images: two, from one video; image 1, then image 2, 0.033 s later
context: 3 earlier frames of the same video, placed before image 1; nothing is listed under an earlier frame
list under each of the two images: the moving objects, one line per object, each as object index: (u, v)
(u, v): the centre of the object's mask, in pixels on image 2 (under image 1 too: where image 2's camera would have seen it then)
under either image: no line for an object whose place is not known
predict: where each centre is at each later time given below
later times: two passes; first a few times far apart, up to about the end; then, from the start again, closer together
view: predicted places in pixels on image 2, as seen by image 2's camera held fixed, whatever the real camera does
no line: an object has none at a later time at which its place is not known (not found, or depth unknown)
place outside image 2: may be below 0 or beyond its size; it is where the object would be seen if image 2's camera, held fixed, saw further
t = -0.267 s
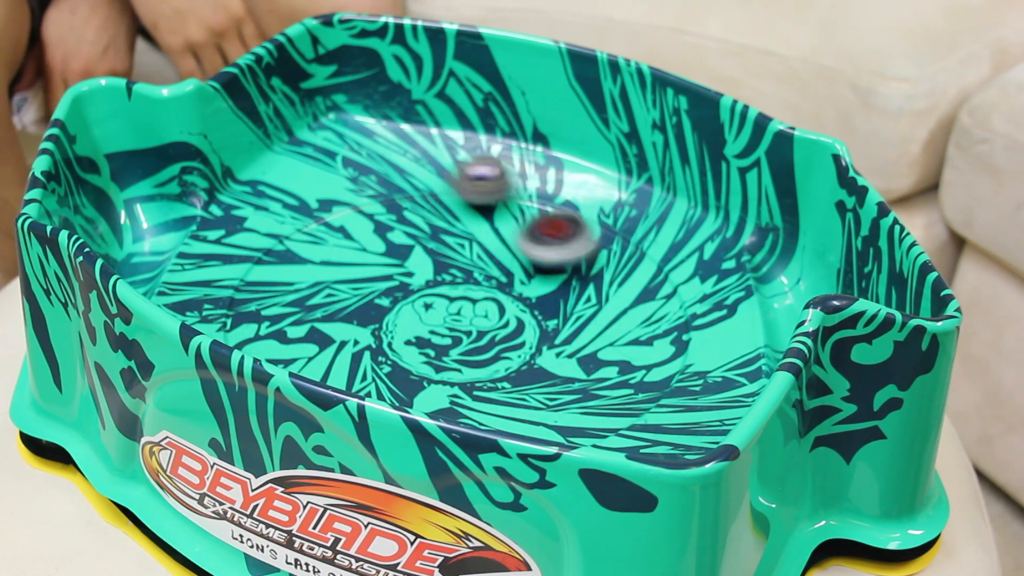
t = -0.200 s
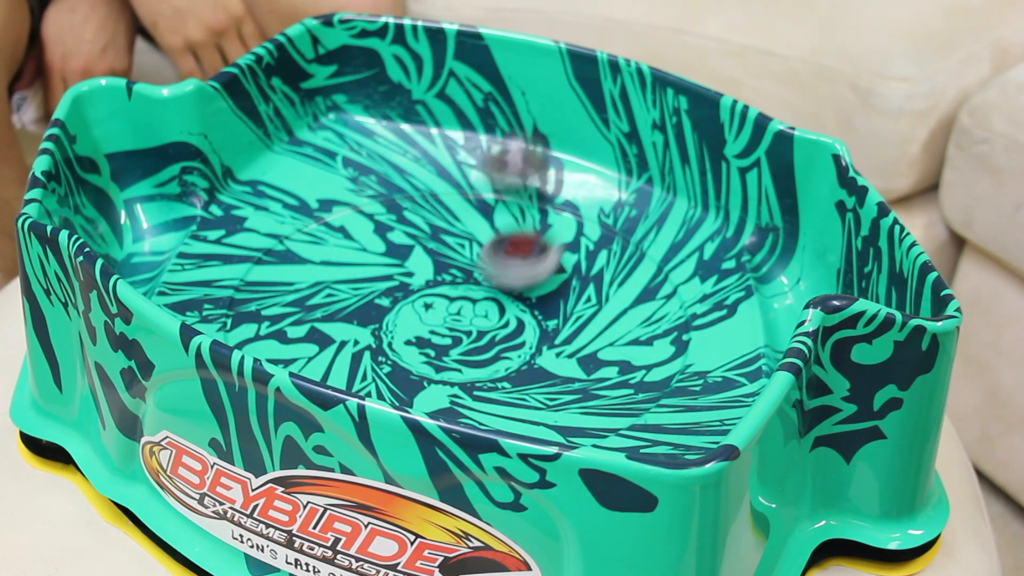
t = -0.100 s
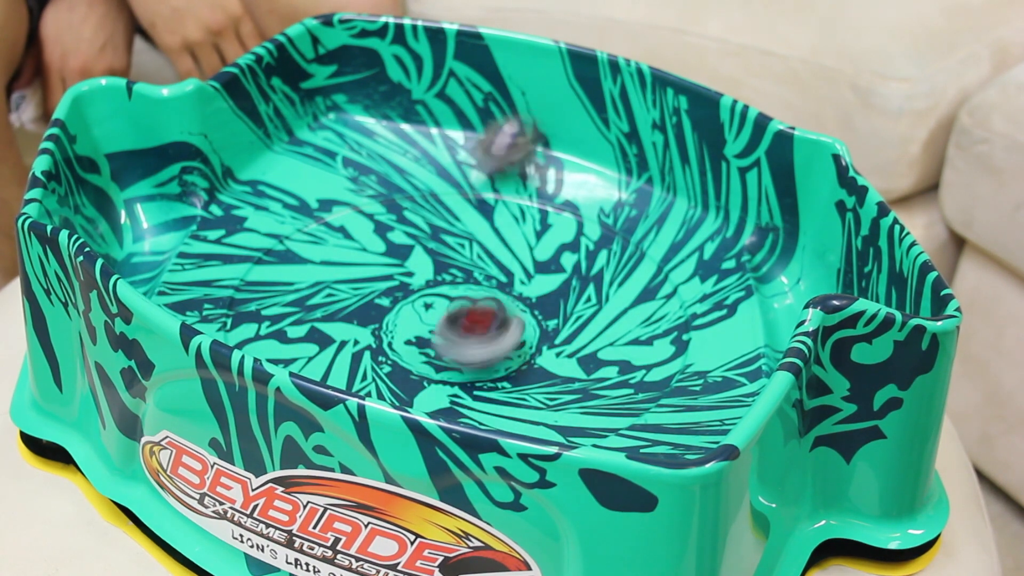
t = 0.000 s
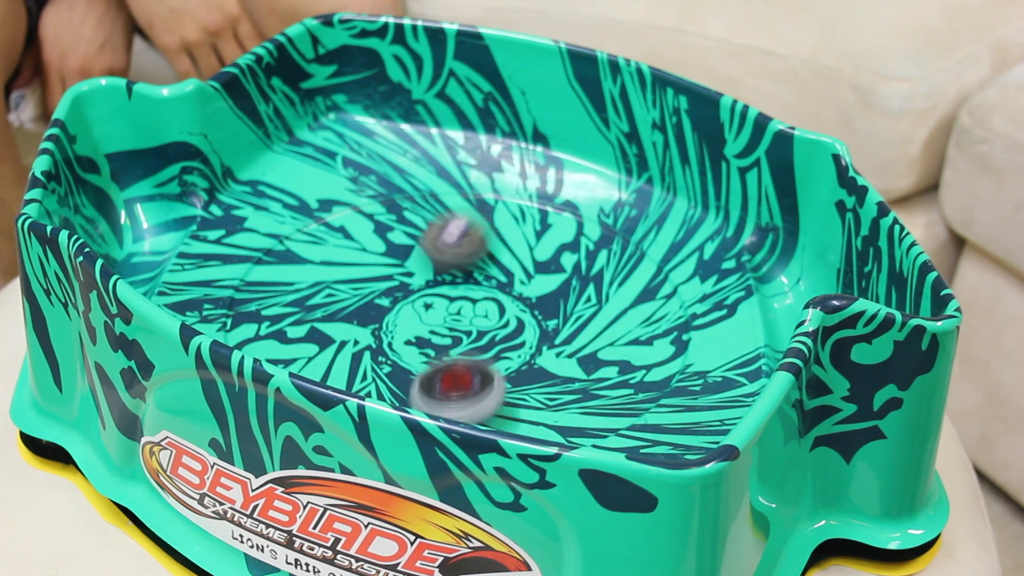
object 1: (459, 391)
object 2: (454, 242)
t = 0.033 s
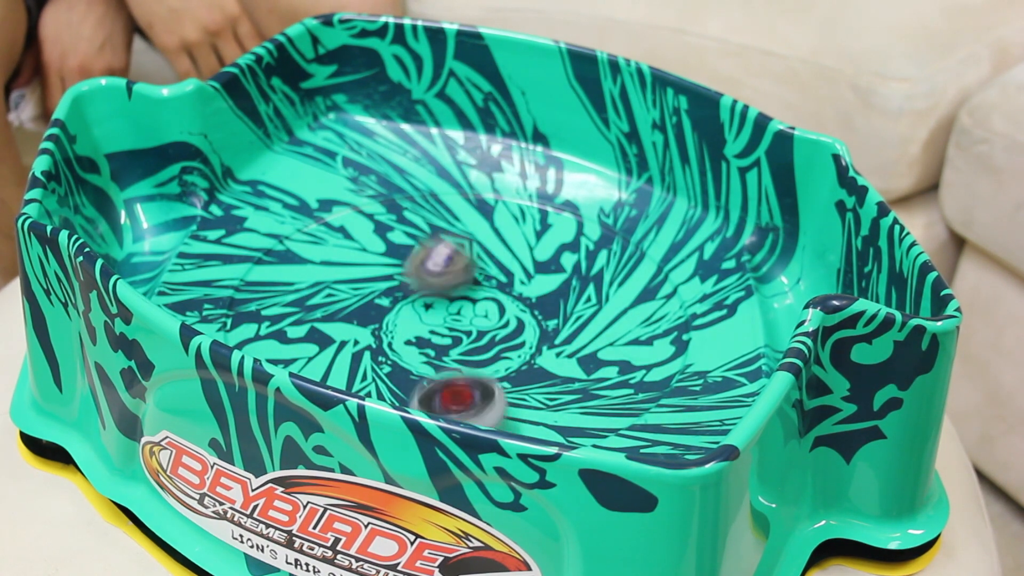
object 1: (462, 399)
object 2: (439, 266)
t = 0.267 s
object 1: (526, 406)
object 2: (353, 378)
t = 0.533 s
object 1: (566, 338)
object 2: (295, 353)
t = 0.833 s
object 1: (449, 316)
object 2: (343, 233)
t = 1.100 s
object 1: (376, 357)
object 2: (552, 250)
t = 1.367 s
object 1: (488, 374)
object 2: (596, 382)
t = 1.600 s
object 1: (435, 289)
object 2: (569, 431)
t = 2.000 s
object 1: (272, 312)
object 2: (332, 369)
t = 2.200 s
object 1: (248, 296)
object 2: (490, 383)
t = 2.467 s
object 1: (324, 291)
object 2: (574, 330)
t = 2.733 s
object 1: (420, 255)
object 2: (571, 291)
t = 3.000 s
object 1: (441, 211)
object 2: (589, 278)
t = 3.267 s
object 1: (417, 241)
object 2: (545, 294)
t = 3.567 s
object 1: (421, 301)
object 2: (545, 319)
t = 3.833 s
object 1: (416, 334)
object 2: (574, 334)
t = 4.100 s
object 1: (347, 365)
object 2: (658, 267)
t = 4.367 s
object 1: (364, 385)
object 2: (578, 268)
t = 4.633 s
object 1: (472, 335)
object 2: (419, 293)
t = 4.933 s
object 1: (425, 239)
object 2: (299, 228)
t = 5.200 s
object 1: (468, 239)
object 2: (272, 261)
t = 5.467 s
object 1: (563, 249)
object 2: (346, 341)
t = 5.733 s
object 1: (559, 257)
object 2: (388, 362)
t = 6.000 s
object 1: (522, 311)
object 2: (341, 357)
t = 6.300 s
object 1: (549, 366)
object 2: (383, 318)
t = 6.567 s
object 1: (588, 345)
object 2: (466, 324)
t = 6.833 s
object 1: (633, 310)
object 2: (351, 285)
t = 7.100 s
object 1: (530, 319)
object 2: (390, 270)
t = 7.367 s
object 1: (654, 369)
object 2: (328, 244)
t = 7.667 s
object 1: (588, 319)
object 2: (460, 303)
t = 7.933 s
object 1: (589, 332)
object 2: (281, 299)
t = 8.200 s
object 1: (551, 334)
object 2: (331, 289)
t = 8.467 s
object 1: (545, 377)
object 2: (317, 261)
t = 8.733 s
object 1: (639, 375)
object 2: (310, 202)
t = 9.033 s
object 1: (528, 315)
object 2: (446, 243)
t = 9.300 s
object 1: (386, 315)
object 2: (537, 282)
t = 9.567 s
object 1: (293, 338)
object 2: (588, 348)
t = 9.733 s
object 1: (331, 356)
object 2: (570, 388)
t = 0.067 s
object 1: (472, 407)
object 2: (425, 292)
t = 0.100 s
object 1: (481, 413)
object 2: (410, 316)
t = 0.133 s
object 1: (489, 414)
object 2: (397, 339)
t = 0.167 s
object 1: (502, 415)
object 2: (385, 356)
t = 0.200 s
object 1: (510, 415)
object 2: (372, 370)
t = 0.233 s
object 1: (518, 411)
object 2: (364, 374)
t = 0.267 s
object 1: (526, 406)
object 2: (353, 378)
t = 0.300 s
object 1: (534, 401)
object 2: (345, 379)
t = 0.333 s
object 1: (544, 392)
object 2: (336, 379)
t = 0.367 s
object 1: (552, 383)
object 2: (329, 378)
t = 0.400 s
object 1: (558, 373)
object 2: (323, 375)
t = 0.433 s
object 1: (563, 364)
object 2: (313, 371)
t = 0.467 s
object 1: (566, 354)
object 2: (308, 366)
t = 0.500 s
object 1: (568, 346)
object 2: (302, 360)
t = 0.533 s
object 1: (566, 338)
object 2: (295, 353)
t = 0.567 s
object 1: (561, 332)
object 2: (289, 345)
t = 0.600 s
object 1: (553, 326)
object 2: (284, 335)
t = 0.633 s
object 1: (543, 321)
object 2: (283, 321)
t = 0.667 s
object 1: (531, 318)
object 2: (282, 305)
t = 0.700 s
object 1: (518, 315)
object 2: (286, 288)
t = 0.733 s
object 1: (502, 314)
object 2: (293, 274)
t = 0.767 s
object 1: (485, 313)
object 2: (305, 257)
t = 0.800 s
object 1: (467, 314)
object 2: (320, 245)
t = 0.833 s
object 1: (449, 316)
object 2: (343, 233)
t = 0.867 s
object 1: (433, 318)
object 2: (368, 224)
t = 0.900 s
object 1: (418, 322)
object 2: (395, 220)
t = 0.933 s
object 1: (404, 326)
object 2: (419, 218)
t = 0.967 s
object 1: (393, 331)
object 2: (445, 220)
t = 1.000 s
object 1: (385, 337)
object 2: (471, 223)
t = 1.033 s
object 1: (379, 343)
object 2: (499, 229)
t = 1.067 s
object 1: (375, 350)
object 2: (527, 239)
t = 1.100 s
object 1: (376, 357)
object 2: (552, 250)
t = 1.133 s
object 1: (380, 364)
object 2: (572, 263)
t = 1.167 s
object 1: (387, 370)
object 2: (588, 276)
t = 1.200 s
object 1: (397, 374)
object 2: (601, 293)
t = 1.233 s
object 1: (413, 379)
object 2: (612, 312)
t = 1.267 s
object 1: (429, 382)
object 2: (617, 331)
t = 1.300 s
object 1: (447, 383)
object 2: (614, 350)
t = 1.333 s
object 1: (468, 380)
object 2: (608, 367)
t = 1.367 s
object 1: (488, 374)
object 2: (596, 382)
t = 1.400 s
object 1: (496, 366)
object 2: (595, 398)
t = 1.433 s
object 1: (491, 353)
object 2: (609, 411)
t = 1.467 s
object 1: (485, 340)
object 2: (607, 410)
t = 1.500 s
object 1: (475, 326)
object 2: (598, 419)
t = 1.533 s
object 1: (462, 312)
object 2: (590, 423)
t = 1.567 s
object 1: (449, 301)
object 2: (580, 428)
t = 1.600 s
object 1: (435, 289)
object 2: (569, 431)
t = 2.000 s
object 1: (272, 312)
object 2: (332, 369)
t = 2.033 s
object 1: (269, 309)
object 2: (341, 364)
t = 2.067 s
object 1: (259, 301)
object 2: (372, 367)
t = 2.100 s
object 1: (250, 305)
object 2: (404, 379)
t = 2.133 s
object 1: (246, 299)
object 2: (431, 381)
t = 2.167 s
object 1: (245, 298)
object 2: (463, 385)
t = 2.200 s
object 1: (248, 296)
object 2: (490, 383)
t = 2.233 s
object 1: (253, 295)
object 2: (514, 381)
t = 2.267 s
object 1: (260, 295)
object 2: (534, 376)
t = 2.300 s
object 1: (268, 295)
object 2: (551, 368)
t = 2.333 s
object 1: (277, 295)
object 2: (562, 361)
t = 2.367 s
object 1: (287, 294)
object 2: (569, 353)
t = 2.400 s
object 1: (298, 293)
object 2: (573, 345)
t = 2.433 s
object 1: (311, 292)
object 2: (574, 337)
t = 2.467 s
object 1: (324, 291)
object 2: (574, 330)
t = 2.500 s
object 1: (337, 289)
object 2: (572, 324)
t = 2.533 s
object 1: (350, 286)
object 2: (570, 317)
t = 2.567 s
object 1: (364, 282)
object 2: (569, 312)
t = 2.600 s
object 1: (376, 277)
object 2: (569, 307)
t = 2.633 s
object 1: (388, 273)
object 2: (569, 302)
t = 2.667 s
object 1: (401, 267)
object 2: (569, 298)
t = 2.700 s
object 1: (411, 261)
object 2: (570, 294)
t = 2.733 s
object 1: (420, 255)
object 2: (571, 291)
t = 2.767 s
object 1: (428, 249)
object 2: (573, 287)
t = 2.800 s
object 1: (434, 243)
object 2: (575, 284)
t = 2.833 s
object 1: (439, 236)
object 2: (578, 282)
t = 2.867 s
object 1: (443, 229)
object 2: (581, 280)
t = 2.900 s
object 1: (445, 224)
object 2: (583, 278)
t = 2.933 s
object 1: (445, 219)
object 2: (586, 277)
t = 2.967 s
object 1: (444, 214)
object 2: (588, 277)
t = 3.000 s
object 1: (441, 211)
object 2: (589, 278)
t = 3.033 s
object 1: (437, 209)
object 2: (590, 280)
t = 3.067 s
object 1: (432, 209)
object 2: (589, 282)
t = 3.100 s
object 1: (426, 211)
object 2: (586, 284)
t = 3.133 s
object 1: (421, 214)
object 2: (580, 286)
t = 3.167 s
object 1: (417, 218)
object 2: (574, 289)
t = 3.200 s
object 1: (416, 224)
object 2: (566, 291)
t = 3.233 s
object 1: (415, 233)
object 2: (556, 293)
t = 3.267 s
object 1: (417, 241)
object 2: (545, 294)
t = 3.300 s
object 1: (421, 251)
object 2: (532, 295)
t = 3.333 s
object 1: (429, 260)
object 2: (518, 295)
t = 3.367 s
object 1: (430, 267)
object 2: (517, 295)
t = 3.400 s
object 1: (422, 271)
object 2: (531, 299)
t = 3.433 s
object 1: (416, 277)
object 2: (541, 303)
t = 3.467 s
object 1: (413, 281)
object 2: (549, 309)
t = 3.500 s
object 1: (413, 288)
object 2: (553, 312)
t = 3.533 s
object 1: (416, 294)
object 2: (551, 316)
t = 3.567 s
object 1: (421, 301)
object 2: (545, 319)
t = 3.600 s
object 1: (428, 307)
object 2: (535, 322)
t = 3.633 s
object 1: (436, 312)
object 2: (526, 323)
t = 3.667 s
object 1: (426, 315)
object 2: (544, 324)
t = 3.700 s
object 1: (417, 318)
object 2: (560, 325)
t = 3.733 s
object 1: (412, 321)
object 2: (572, 327)
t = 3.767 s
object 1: (410, 325)
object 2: (579, 329)
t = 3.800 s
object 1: (412, 330)
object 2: (579, 331)
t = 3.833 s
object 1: (416, 334)
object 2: (574, 334)
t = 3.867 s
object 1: (422, 339)
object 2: (566, 337)
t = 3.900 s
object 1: (431, 341)
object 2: (552, 339)
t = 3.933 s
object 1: (443, 343)
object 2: (537, 339)
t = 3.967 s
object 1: (438, 341)
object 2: (543, 327)
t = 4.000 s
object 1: (411, 349)
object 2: (576, 308)
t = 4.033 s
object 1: (385, 357)
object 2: (612, 296)
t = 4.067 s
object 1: (363, 364)
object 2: (639, 280)
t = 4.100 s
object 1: (347, 365)
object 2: (658, 267)
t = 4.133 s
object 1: (335, 366)
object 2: (659, 245)
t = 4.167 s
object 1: (327, 367)
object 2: (653, 230)
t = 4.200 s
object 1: (324, 369)
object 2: (643, 232)
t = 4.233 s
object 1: (324, 371)
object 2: (631, 248)
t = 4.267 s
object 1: (327, 373)
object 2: (620, 246)
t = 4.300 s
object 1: (336, 377)
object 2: (607, 251)
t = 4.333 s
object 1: (346, 380)
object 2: (591, 266)
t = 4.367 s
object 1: (364, 385)
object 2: (578, 268)
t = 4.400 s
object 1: (381, 387)
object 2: (563, 280)
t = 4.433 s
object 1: (400, 389)
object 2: (545, 284)
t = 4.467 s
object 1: (419, 388)
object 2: (527, 291)
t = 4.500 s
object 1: (432, 384)
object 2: (504, 295)
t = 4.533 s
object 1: (447, 376)
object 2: (483, 297)
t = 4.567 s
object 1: (460, 364)
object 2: (460, 297)
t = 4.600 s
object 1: (468, 351)
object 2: (439, 295)
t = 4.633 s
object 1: (472, 335)
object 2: (419, 293)
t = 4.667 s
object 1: (474, 323)
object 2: (402, 291)
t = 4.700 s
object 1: (472, 309)
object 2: (389, 286)
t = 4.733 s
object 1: (467, 296)
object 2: (377, 280)
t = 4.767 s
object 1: (459, 283)
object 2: (368, 274)
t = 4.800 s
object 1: (449, 271)
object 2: (359, 267)
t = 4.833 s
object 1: (436, 260)
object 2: (352, 260)
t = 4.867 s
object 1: (428, 250)
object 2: (337, 249)
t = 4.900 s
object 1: (427, 244)
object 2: (314, 237)
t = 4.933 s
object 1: (425, 239)
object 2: (299, 228)
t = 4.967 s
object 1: (421, 235)
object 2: (294, 223)
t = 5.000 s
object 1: (416, 232)
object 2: (299, 226)
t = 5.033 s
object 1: (411, 229)
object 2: (308, 229)
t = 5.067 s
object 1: (403, 229)
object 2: (318, 233)
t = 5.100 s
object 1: (412, 229)
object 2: (303, 231)
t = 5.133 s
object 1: (431, 233)
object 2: (278, 233)
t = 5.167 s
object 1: (451, 236)
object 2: (272, 247)
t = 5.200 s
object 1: (468, 239)
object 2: (272, 261)
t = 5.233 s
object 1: (485, 242)
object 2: (276, 276)
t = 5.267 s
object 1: (500, 245)
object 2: (281, 287)
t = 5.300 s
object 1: (514, 247)
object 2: (289, 300)
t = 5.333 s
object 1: (526, 248)
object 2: (299, 310)
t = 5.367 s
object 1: (537, 249)
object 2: (310, 320)
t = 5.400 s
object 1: (547, 249)
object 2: (322, 327)
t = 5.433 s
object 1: (555, 250)
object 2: (334, 335)
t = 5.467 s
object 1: (563, 249)
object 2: (346, 341)
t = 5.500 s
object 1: (568, 249)
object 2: (355, 346)
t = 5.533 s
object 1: (571, 249)
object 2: (365, 351)
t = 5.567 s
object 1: (572, 249)
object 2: (373, 354)
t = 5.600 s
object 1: (572, 248)
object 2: (379, 357)
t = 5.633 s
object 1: (572, 249)
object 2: (384, 359)
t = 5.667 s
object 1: (570, 251)
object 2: (387, 360)
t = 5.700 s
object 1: (566, 254)
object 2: (389, 361)
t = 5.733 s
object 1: (559, 257)
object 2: (388, 362)
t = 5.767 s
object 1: (553, 262)
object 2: (387, 363)
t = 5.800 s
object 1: (547, 267)
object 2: (384, 363)
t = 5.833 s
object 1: (543, 273)
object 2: (379, 364)
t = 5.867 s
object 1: (538, 280)
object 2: (373, 364)
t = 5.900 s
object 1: (532, 287)
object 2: (366, 364)
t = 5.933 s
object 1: (528, 294)
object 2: (359, 362)
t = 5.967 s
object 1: (524, 303)
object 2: (349, 360)
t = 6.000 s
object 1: (522, 311)
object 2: (341, 357)
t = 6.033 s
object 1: (520, 320)
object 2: (335, 353)
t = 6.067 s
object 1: (519, 327)
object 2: (330, 348)
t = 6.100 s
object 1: (519, 336)
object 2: (329, 344)
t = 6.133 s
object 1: (521, 343)
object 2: (330, 338)
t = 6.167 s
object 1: (525, 350)
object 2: (336, 332)
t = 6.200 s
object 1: (530, 355)
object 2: (344, 328)
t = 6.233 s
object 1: (536, 360)
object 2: (354, 324)
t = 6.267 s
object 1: (543, 364)
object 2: (368, 320)
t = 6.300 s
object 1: (549, 366)
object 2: (383, 318)
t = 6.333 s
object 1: (556, 367)
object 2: (398, 317)
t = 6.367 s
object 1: (563, 366)
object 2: (414, 317)
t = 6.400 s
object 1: (569, 364)
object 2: (432, 319)
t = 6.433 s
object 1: (573, 362)
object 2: (449, 322)
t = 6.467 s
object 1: (574, 358)
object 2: (465, 325)
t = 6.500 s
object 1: (572, 353)
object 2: (481, 330)
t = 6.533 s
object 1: (569, 347)
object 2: (490, 334)
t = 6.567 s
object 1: (588, 345)
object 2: (466, 324)
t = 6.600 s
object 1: (611, 346)
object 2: (436, 320)
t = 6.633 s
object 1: (626, 343)
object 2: (408, 311)
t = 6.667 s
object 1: (637, 340)
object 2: (389, 305)
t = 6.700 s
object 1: (645, 334)
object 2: (373, 300)
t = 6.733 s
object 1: (649, 329)
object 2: (361, 296)
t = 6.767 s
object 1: (648, 322)
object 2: (354, 292)
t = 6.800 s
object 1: (643, 315)
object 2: (351, 288)
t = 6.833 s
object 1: (633, 310)
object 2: (351, 285)
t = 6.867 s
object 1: (620, 304)
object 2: (357, 283)
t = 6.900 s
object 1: (603, 300)
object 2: (368, 282)
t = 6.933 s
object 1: (584, 299)
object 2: (380, 280)
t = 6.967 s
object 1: (565, 297)
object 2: (394, 281)
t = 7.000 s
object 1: (546, 296)
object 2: (411, 283)
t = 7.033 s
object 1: (524, 299)
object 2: (426, 286)
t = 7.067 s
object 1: (513, 302)
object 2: (427, 284)
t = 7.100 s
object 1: (530, 319)
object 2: (390, 270)
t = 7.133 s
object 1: (549, 334)
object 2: (352, 252)
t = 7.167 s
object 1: (567, 348)
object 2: (319, 238)
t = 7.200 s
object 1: (583, 358)
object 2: (295, 226)
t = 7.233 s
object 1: (602, 366)
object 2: (291, 218)
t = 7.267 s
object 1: (618, 371)
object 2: (295, 222)
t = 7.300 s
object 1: (631, 373)
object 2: (302, 235)
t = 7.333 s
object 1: (645, 372)
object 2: (314, 236)
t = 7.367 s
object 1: (654, 369)
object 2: (328, 244)
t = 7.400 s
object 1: (657, 364)
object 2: (346, 249)
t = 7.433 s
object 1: (655, 358)
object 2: (366, 254)
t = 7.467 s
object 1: (652, 351)
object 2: (381, 259)
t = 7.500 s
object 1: (648, 345)
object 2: (397, 265)
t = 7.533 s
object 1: (643, 339)
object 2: (411, 271)
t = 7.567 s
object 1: (634, 332)
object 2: (424, 278)
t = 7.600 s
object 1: (621, 327)
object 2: (437, 286)
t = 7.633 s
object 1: (607, 323)
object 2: (448, 294)
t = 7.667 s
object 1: (588, 319)
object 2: (460, 303)
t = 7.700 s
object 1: (571, 316)
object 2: (470, 312)
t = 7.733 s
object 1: (553, 316)
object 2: (473, 319)
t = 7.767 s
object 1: (562, 320)
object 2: (434, 318)
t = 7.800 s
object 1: (571, 322)
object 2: (389, 314)
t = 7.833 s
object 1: (578, 325)
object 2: (356, 311)
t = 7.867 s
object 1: (583, 328)
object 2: (325, 308)
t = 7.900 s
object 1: (587, 331)
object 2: (298, 303)
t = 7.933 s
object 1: (589, 332)
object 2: (281, 299)
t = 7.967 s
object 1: (588, 333)
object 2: (270, 296)
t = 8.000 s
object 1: (586, 333)
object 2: (266, 293)
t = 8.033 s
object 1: (583, 333)
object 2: (269, 290)
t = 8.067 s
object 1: (579, 332)
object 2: (277, 287)
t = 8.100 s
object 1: (574, 332)
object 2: (287, 285)
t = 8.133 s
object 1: (568, 333)
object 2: (300, 285)
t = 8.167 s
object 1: (560, 333)
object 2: (315, 286)
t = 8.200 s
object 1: (551, 334)
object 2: (331, 289)
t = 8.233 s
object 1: (539, 334)
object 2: (347, 293)
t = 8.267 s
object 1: (528, 334)
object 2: (362, 297)
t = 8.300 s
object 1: (515, 334)
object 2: (377, 302)
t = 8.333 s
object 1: (503, 336)
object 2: (392, 307)
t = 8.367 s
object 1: (489, 338)
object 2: (405, 314)
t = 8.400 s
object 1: (497, 350)
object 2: (392, 305)
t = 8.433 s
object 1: (520, 364)
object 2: (357, 286)
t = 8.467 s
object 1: (545, 377)
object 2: (317, 261)
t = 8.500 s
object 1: (562, 386)
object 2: (293, 241)
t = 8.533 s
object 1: (579, 390)
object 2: (279, 222)
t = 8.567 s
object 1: (593, 394)
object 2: (277, 216)
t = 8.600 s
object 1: (606, 394)
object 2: (279, 211)
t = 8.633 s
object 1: (617, 392)
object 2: (283, 208)
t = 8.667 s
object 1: (627, 390)
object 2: (291, 205)
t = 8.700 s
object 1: (634, 383)
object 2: (299, 204)
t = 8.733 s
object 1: (639, 375)
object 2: (310, 202)
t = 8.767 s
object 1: (639, 367)
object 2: (321, 201)
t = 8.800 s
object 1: (635, 359)
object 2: (335, 205)
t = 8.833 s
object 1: (627, 351)
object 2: (350, 208)
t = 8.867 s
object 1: (613, 342)
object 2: (368, 211)
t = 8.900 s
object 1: (597, 335)
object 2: (384, 215)
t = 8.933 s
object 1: (580, 328)
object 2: (402, 221)
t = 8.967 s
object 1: (563, 323)
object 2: (415, 227)
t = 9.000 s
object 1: (545, 319)
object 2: (431, 235)
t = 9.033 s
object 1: (528, 315)
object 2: (446, 243)
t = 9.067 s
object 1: (510, 312)
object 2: (458, 251)
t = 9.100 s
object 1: (491, 309)
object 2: (469, 258)
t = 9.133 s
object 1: (474, 308)
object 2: (482, 262)
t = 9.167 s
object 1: (458, 311)
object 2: (493, 262)
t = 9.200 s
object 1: (437, 313)
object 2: (503, 264)
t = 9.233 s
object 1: (418, 313)
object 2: (514, 269)
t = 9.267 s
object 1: (402, 314)
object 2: (527, 276)
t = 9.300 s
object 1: (386, 315)
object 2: (537, 282)
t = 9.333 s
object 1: (369, 316)
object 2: (548, 289)
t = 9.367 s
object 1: (353, 317)
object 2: (557, 296)
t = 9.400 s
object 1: (339, 319)
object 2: (565, 304)
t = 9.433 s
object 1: (325, 322)
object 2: (572, 312)
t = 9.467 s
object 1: (313, 325)
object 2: (577, 320)
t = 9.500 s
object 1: (303, 330)
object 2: (583, 329)
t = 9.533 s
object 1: (296, 334)
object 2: (587, 338)
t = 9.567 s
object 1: (293, 338)
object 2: (588, 348)
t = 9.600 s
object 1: (295, 342)
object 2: (589, 356)
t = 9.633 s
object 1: (299, 346)
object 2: (588, 365)
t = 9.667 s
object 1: (307, 349)
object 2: (584, 373)
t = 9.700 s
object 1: (317, 353)
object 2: (578, 381)
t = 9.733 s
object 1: (331, 356)
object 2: (570, 388)
